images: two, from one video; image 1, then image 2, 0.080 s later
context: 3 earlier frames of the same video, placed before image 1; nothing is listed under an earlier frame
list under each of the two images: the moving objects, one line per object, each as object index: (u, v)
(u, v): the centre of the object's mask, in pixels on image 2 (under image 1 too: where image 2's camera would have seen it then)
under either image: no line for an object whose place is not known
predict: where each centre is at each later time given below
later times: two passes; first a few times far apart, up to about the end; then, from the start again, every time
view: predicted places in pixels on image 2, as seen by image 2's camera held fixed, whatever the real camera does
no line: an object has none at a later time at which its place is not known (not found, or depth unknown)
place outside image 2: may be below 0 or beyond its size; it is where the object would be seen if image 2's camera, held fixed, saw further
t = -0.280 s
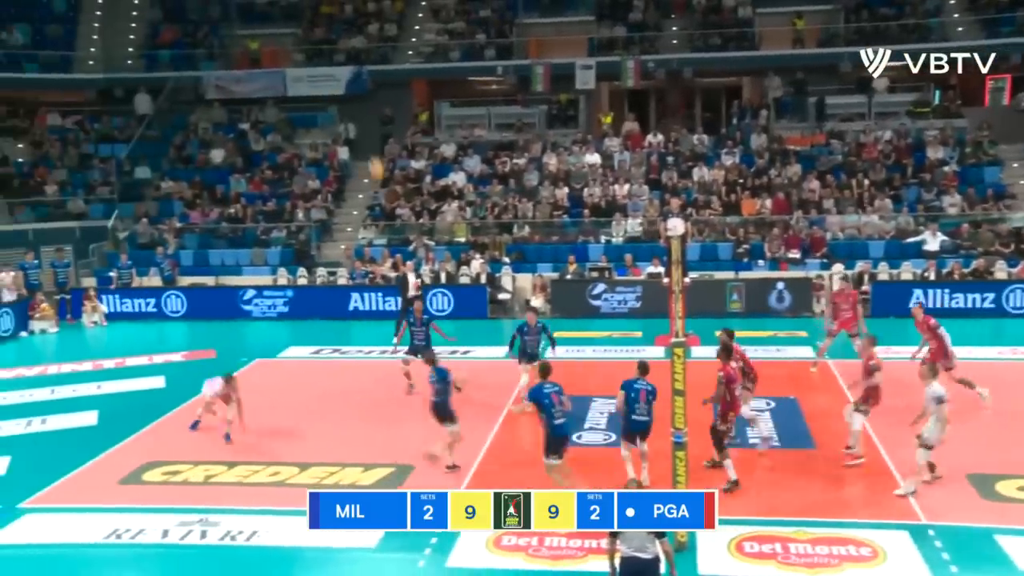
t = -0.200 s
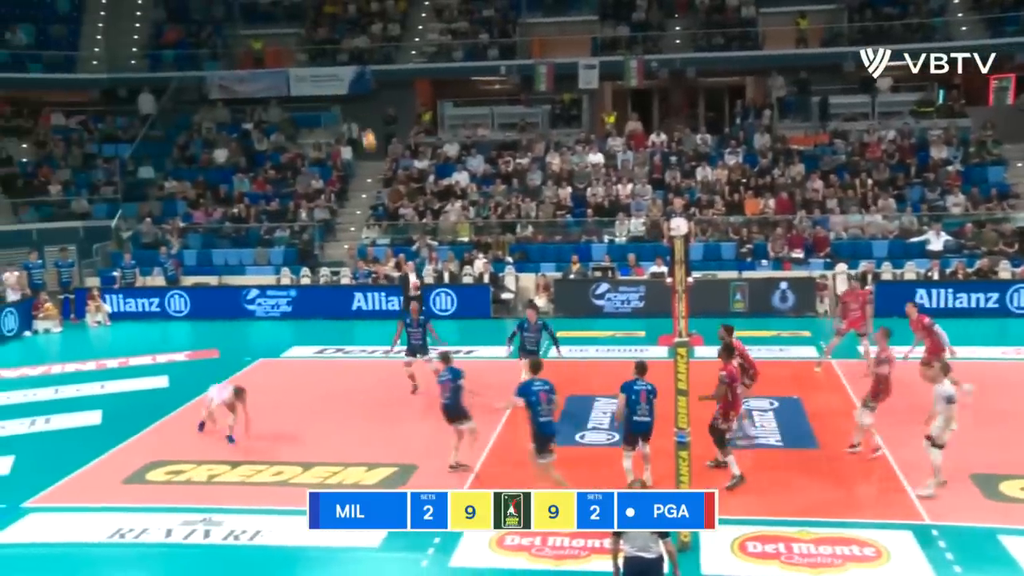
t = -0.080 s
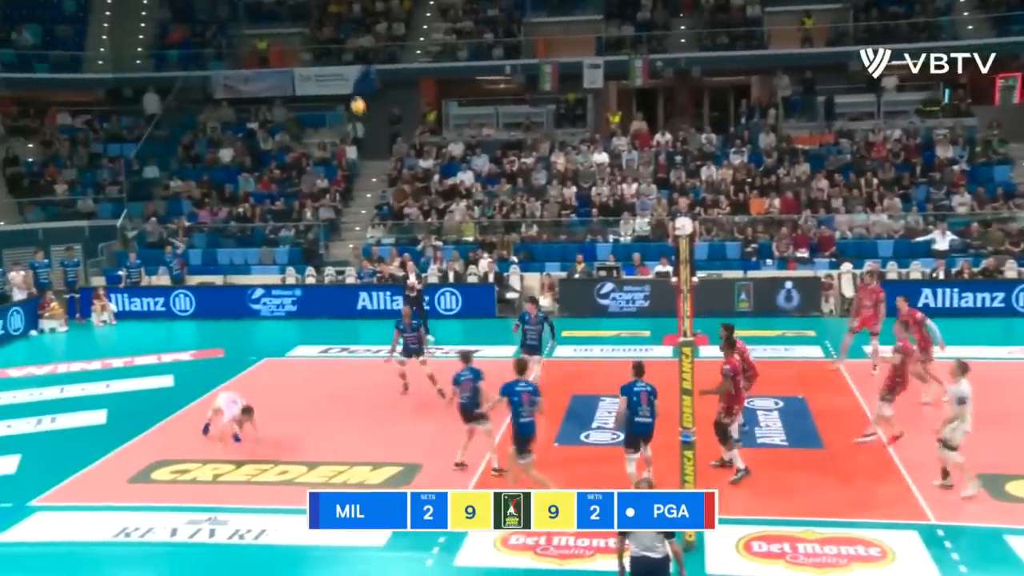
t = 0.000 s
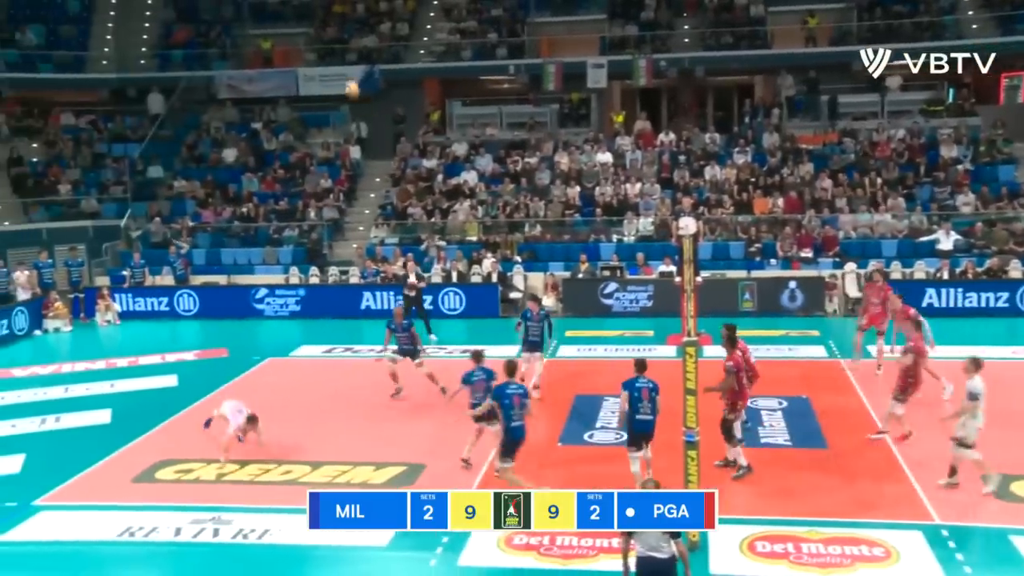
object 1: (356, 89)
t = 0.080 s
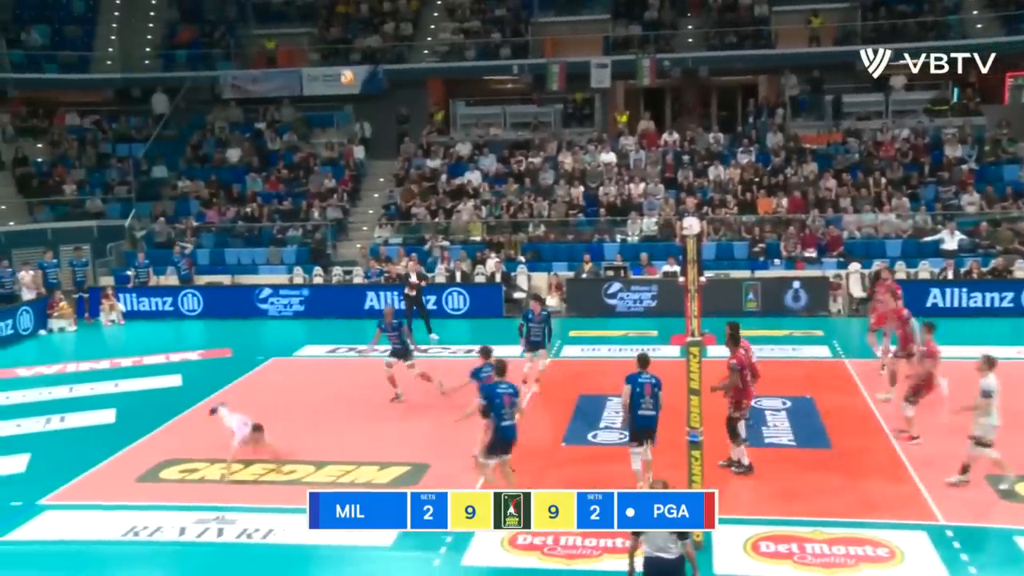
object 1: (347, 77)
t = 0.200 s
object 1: (333, 67)
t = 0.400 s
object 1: (315, 71)
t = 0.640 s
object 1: (296, 106)
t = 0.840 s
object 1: (285, 157)
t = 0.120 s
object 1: (342, 72)
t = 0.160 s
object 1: (337, 69)
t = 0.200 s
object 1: (333, 67)
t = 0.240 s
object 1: (330, 66)
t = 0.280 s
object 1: (326, 66)
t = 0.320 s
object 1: (322, 67)
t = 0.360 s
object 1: (318, 68)
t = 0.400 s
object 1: (315, 71)
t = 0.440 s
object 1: (311, 74)
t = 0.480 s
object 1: (308, 79)
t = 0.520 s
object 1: (304, 84)
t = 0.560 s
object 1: (301, 92)
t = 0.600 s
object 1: (299, 99)
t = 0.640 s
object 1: (296, 106)
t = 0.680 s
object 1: (294, 115)
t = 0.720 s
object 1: (291, 124)
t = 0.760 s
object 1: (289, 135)
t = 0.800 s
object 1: (287, 146)
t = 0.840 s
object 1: (285, 157)
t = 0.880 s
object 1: (283, 170)
